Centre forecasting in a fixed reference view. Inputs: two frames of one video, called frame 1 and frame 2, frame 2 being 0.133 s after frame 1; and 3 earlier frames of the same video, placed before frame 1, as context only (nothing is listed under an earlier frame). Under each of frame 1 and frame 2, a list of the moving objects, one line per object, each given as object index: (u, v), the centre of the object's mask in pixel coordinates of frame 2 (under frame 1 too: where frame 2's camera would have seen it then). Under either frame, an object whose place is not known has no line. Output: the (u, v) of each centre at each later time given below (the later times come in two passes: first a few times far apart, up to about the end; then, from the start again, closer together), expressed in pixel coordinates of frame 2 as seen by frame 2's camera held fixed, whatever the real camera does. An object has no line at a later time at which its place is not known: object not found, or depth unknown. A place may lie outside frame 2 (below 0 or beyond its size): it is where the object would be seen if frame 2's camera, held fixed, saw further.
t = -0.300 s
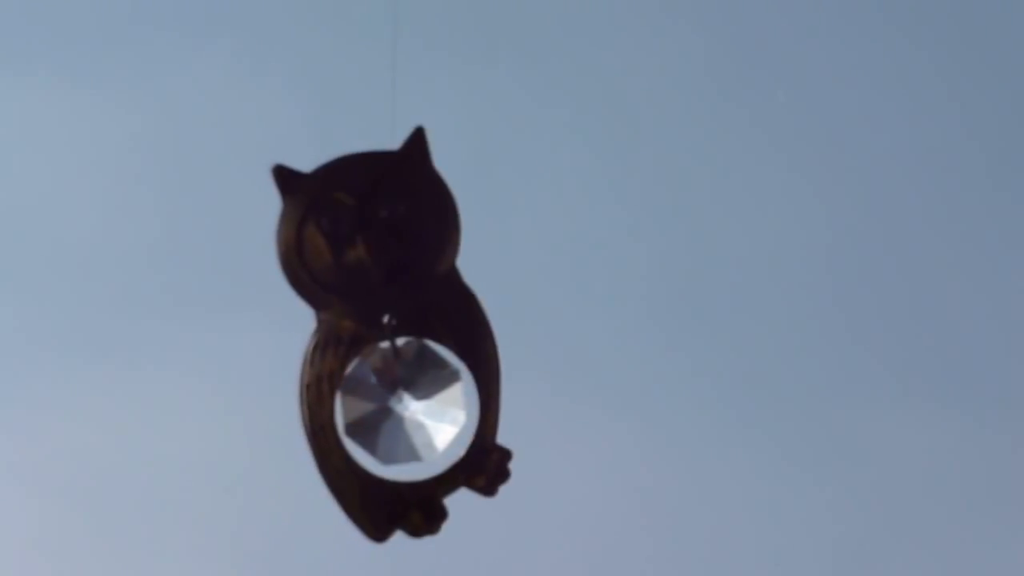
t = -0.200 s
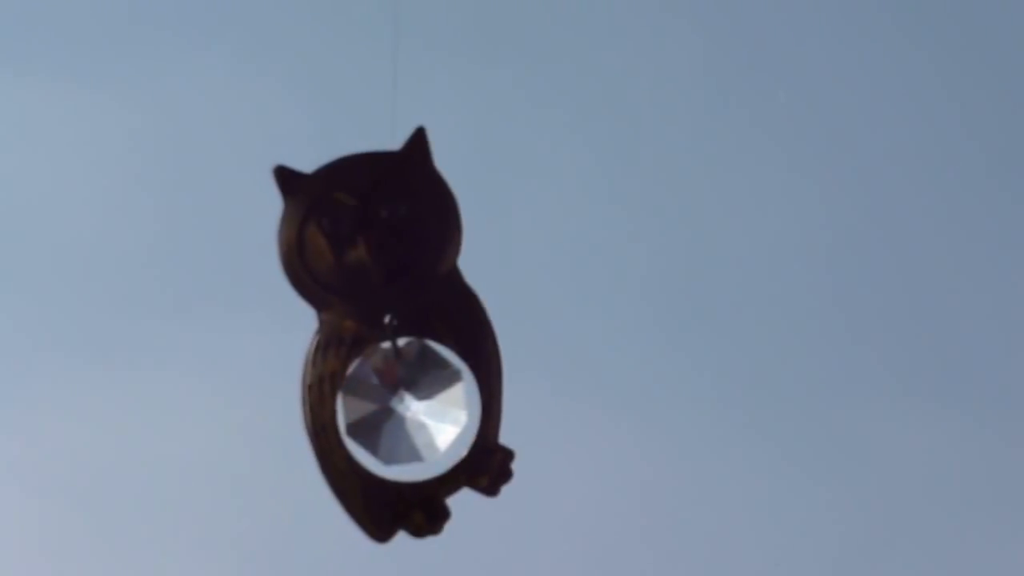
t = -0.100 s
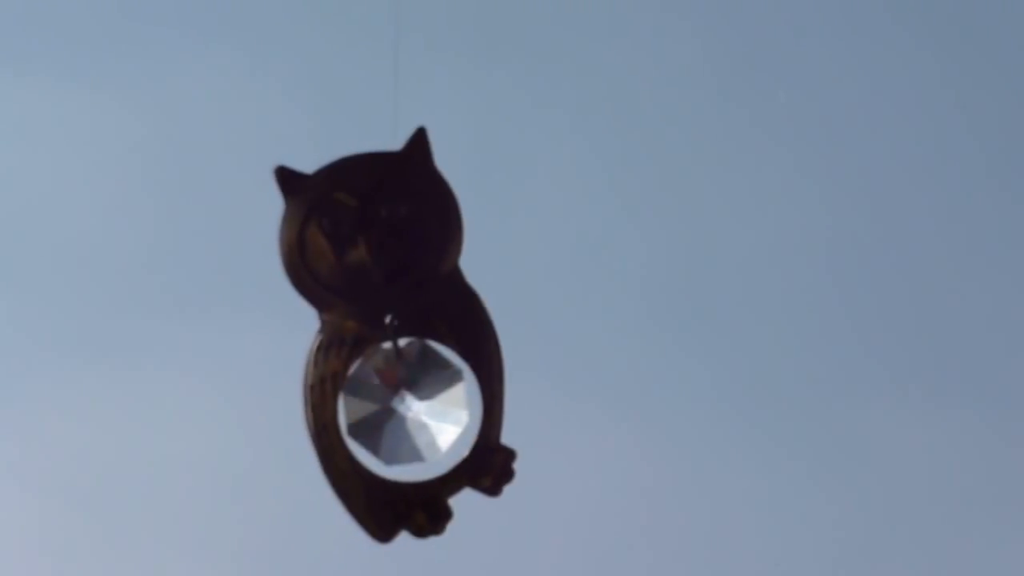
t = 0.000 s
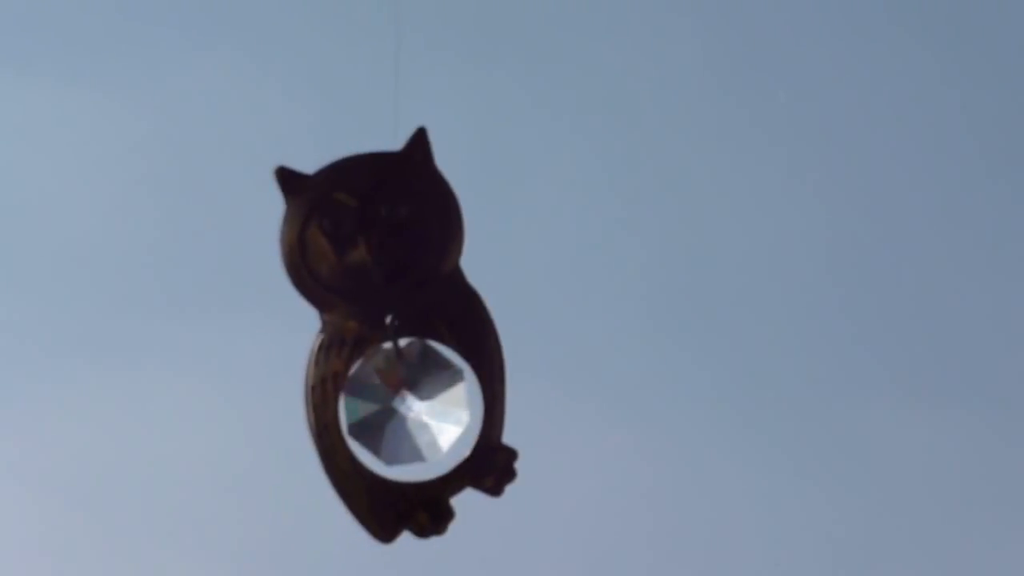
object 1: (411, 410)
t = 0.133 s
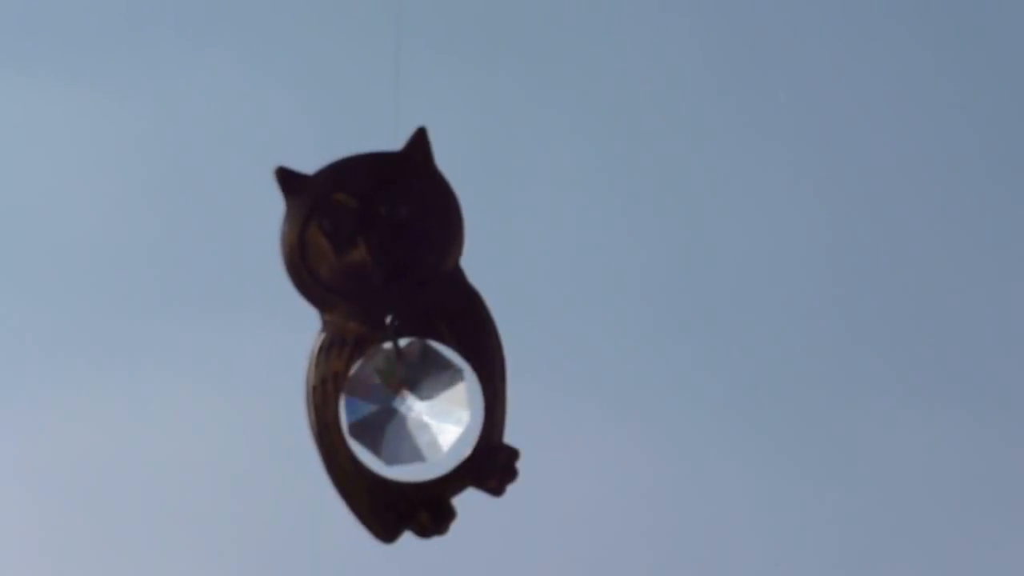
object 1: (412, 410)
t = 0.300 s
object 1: (413, 410)
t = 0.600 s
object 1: (414, 410)
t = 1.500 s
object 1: (419, 410)
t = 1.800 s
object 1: (420, 410)
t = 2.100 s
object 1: (420, 410)
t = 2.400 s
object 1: (420, 410)
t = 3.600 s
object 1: (418, 410)
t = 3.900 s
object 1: (417, 410)
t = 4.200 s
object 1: (416, 410)
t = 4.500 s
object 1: (413, 409)
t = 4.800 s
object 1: (411, 409)
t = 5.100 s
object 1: (409, 409)
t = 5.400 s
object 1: (408, 410)
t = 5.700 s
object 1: (407, 411)
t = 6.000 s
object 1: (404, 411)
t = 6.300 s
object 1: (401, 411)
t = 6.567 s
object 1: (397, 411)
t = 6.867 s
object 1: (395, 411)
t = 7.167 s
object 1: (394, 412)
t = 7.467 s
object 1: (393, 412)
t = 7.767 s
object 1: (392, 412)
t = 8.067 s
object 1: (390, 412)
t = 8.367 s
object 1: (388, 411)
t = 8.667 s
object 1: (387, 411)
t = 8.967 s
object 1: (386, 411)
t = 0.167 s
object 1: (412, 410)
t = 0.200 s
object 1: (412, 410)
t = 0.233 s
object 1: (412, 410)
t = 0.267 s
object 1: (413, 410)
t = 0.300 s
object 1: (413, 410)
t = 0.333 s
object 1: (413, 410)
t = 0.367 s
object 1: (413, 410)
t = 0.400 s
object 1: (413, 410)
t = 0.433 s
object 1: (413, 410)
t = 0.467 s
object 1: (413, 410)
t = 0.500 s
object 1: (413, 410)
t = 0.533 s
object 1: (413, 410)
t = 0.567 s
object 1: (414, 410)
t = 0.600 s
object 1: (414, 410)
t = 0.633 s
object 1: (414, 410)
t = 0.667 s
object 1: (414, 410)
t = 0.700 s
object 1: (414, 409)
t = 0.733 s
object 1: (415, 409)
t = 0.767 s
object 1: (415, 409)
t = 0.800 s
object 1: (415, 409)
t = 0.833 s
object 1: (415, 409)
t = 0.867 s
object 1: (416, 409)
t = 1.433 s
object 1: (418, 410)
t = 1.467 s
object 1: (419, 410)
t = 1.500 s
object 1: (419, 410)
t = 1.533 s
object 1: (419, 410)
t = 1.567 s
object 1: (419, 410)
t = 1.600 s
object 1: (419, 410)
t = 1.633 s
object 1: (419, 410)
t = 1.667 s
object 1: (419, 410)
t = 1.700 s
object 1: (419, 410)
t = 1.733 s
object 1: (420, 410)
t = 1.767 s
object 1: (420, 410)
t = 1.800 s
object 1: (420, 410)
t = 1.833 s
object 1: (420, 410)
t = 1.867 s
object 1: (420, 410)
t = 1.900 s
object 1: (420, 410)
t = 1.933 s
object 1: (420, 410)
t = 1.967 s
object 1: (420, 410)
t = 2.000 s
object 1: (420, 410)
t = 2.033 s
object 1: (420, 410)
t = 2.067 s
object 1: (420, 410)
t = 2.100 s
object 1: (420, 410)
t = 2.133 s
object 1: (420, 410)
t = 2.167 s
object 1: (420, 410)
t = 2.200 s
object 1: (420, 410)
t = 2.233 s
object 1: (420, 410)
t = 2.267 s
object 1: (420, 410)
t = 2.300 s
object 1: (420, 410)
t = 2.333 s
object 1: (420, 410)
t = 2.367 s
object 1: (420, 410)
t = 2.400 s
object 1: (420, 410)
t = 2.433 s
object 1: (420, 410)
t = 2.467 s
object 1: (420, 410)
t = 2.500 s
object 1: (420, 410)
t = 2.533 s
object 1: (420, 410)
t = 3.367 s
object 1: (419, 410)
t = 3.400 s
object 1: (419, 410)
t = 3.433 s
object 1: (419, 410)
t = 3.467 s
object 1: (419, 410)
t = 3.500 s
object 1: (419, 410)
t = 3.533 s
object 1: (418, 410)
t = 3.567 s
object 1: (418, 410)
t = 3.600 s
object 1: (418, 410)
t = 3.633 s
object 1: (418, 410)
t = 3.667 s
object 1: (418, 410)
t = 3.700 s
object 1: (418, 410)
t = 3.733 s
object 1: (418, 410)
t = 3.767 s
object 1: (418, 410)
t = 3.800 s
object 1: (418, 410)
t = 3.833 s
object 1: (417, 410)
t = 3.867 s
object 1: (417, 410)
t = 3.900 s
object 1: (417, 410)
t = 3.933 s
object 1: (417, 410)
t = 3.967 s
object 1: (417, 410)
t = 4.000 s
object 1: (417, 410)
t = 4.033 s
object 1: (417, 410)
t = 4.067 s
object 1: (417, 410)
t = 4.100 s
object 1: (417, 410)
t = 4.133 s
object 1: (416, 410)
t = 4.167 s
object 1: (416, 410)
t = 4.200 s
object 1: (416, 410)
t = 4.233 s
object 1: (415, 410)
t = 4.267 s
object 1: (415, 410)
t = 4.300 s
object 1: (415, 410)
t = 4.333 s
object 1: (415, 410)
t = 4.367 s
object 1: (414, 410)
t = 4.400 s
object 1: (414, 410)
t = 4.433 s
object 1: (414, 410)
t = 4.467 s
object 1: (414, 410)
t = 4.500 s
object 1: (413, 409)
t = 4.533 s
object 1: (413, 409)
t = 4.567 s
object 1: (413, 409)
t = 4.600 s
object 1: (413, 409)
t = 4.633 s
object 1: (413, 409)
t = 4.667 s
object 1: (412, 409)
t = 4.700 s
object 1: (412, 409)
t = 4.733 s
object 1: (412, 409)
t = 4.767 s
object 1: (412, 409)
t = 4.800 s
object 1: (411, 409)
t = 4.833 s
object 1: (411, 409)
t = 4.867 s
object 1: (411, 409)
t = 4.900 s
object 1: (411, 409)
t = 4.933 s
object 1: (411, 409)
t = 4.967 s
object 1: (409, 409)
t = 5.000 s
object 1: (409, 409)
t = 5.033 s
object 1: (409, 409)
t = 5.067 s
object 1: (409, 409)
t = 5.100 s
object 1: (409, 409)
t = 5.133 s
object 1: (409, 409)
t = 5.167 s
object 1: (409, 409)
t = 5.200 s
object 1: (409, 410)
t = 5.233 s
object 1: (409, 410)
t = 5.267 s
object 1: (409, 410)
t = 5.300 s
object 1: (408, 410)
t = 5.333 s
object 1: (408, 410)
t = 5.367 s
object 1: (408, 410)
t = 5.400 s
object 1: (408, 410)
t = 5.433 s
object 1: (408, 410)
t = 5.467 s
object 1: (408, 410)
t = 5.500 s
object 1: (408, 410)
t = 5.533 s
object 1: (408, 410)
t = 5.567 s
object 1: (408, 411)
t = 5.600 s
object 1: (408, 411)
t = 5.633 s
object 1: (408, 411)
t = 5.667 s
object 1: (407, 411)
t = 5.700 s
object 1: (407, 411)
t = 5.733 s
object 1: (406, 411)
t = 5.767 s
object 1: (406, 411)
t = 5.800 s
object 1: (406, 411)
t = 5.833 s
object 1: (406, 411)
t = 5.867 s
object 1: (405, 411)
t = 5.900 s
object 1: (405, 411)
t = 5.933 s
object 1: (405, 411)
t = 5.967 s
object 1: (404, 411)
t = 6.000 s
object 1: (404, 411)
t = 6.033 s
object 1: (404, 411)
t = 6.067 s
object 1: (403, 411)
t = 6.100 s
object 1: (403, 411)
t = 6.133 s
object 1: (403, 411)
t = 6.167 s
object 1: (402, 411)
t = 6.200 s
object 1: (402, 411)
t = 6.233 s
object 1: (402, 411)
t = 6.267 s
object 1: (401, 411)
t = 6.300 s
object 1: (401, 411)
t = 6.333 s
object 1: (400, 411)
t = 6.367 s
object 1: (400, 411)
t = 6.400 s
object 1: (399, 411)
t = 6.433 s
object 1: (399, 411)
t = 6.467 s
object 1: (399, 411)
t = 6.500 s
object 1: (398, 411)
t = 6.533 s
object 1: (398, 411)
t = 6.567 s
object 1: (397, 411)
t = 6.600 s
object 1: (397, 411)
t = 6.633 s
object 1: (396, 411)
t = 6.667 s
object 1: (396, 411)
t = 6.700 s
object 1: (396, 411)
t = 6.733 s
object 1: (396, 411)
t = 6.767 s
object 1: (396, 411)
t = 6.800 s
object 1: (395, 411)
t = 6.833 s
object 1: (395, 411)
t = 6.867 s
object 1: (395, 411)
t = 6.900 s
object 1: (395, 412)
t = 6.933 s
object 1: (395, 411)
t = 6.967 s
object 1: (395, 411)
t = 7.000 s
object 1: (395, 411)
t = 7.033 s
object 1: (395, 412)
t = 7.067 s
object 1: (395, 411)
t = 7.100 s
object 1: (395, 411)
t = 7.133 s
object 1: (395, 412)
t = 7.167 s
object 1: (394, 412)
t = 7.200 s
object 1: (394, 412)
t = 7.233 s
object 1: (394, 412)
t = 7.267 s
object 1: (394, 412)
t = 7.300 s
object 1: (394, 412)
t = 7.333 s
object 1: (394, 412)
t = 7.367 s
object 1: (394, 412)
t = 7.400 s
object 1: (394, 412)
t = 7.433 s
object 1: (394, 412)
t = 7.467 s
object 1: (393, 412)
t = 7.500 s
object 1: (393, 412)
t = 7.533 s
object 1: (393, 412)
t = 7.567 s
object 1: (393, 412)
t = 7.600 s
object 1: (393, 412)
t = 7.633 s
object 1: (393, 412)
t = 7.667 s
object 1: (393, 412)
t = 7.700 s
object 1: (392, 412)
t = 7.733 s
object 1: (392, 412)
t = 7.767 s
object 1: (392, 412)
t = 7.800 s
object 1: (392, 412)
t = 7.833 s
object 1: (392, 412)
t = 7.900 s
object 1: (392, 412)
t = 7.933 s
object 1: (391, 412)
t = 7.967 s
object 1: (391, 412)
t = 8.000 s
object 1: (391, 412)
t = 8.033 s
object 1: (390, 412)
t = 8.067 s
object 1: (390, 412)
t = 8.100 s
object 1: (390, 412)
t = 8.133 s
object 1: (390, 412)
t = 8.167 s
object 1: (389, 412)
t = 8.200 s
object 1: (389, 412)
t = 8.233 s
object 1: (389, 412)
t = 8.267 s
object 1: (389, 412)
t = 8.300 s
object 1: (388, 412)
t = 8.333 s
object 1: (388, 412)
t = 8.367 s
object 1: (388, 411)
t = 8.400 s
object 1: (388, 412)
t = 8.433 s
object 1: (388, 411)
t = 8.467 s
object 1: (387, 411)
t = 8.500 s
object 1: (387, 411)
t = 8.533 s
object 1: (387, 411)
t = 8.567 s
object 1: (387, 411)
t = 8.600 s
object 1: (387, 411)
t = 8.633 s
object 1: (387, 411)
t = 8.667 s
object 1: (387, 411)
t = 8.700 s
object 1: (387, 411)
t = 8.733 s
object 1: (387, 411)
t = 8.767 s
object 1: (387, 411)
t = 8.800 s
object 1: (387, 412)
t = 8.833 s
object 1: (386, 412)
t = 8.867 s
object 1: (386, 412)
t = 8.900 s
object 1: (386, 411)
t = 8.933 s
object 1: (386, 411)
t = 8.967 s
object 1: (386, 411)
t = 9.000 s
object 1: (386, 411)
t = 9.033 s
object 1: (386, 411)
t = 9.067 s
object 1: (386, 412)
